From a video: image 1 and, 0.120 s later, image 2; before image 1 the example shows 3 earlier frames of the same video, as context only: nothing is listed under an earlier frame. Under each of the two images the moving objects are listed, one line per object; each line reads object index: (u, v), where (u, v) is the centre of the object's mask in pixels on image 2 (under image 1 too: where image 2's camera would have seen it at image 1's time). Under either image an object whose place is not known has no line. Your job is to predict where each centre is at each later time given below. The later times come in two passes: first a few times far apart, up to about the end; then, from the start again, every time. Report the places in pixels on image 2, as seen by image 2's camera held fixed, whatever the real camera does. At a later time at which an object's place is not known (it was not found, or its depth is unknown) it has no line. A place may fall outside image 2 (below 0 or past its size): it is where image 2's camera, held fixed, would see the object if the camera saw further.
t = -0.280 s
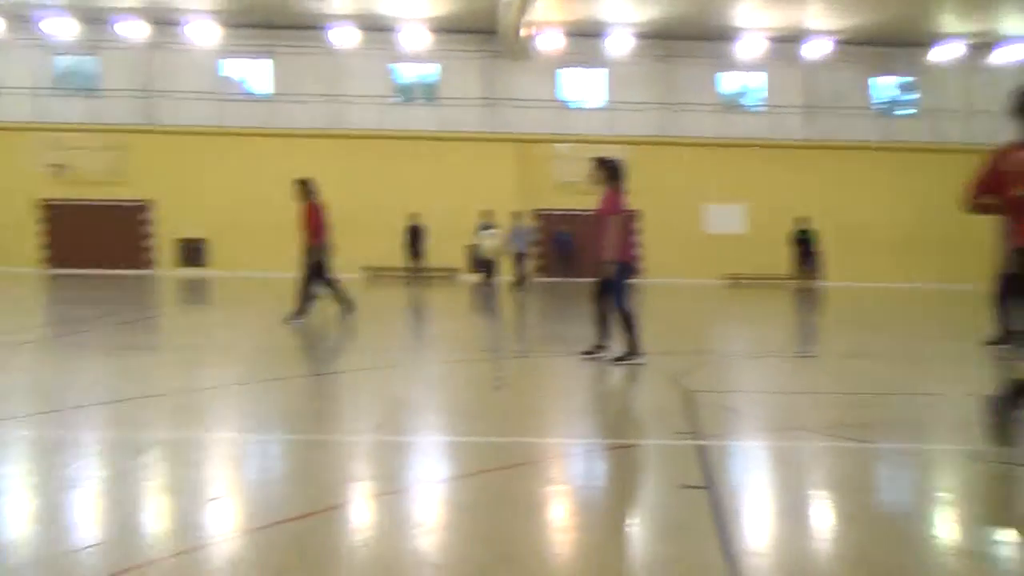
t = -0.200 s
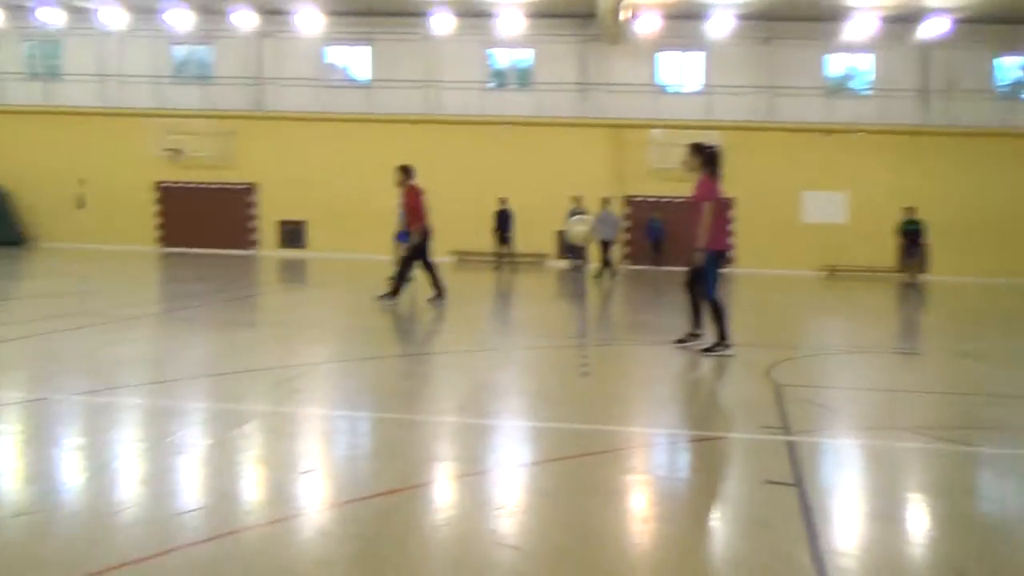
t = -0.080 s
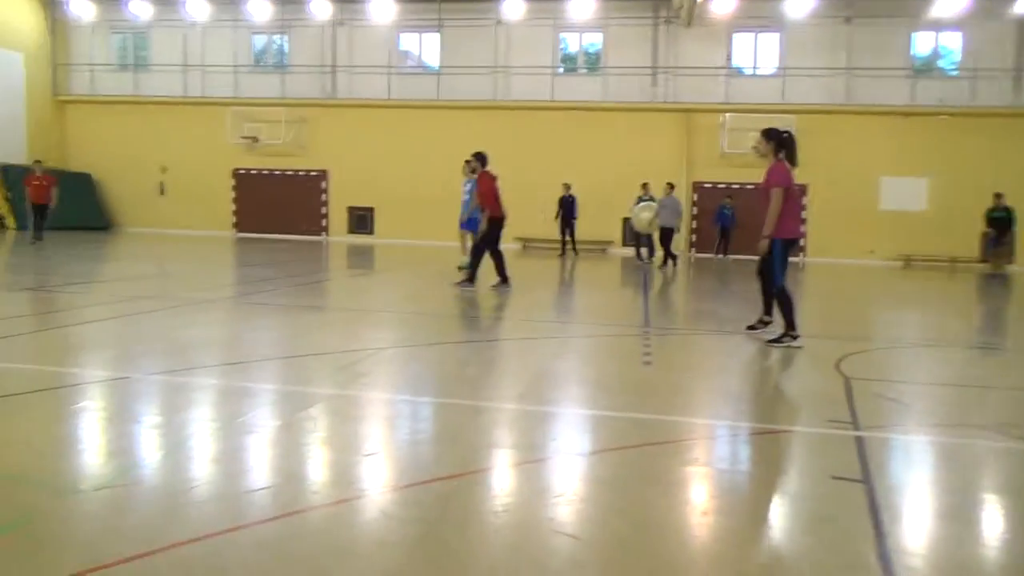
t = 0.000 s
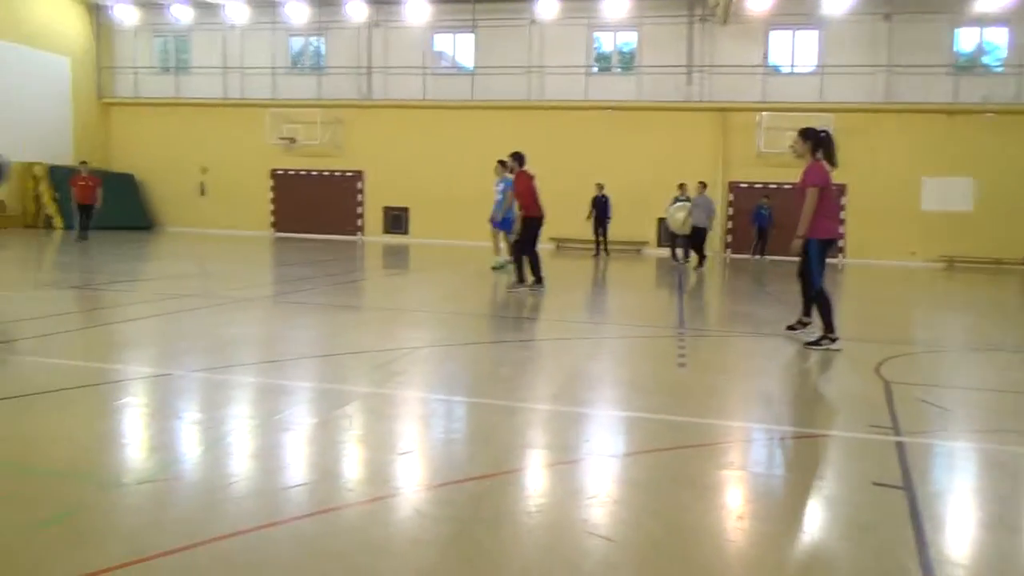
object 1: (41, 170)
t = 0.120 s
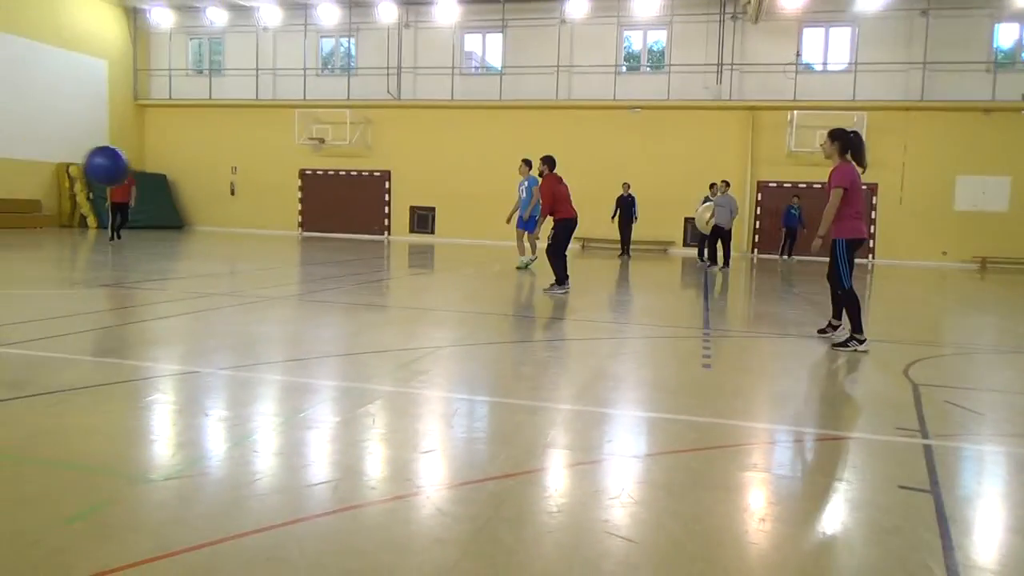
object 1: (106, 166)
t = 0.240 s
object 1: (188, 175)
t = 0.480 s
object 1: (337, 226)
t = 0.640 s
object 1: (416, 244)
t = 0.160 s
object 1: (133, 167)
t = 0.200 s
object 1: (161, 170)
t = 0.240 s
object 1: (188, 175)
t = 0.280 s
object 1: (215, 181)
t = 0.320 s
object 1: (240, 187)
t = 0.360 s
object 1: (265, 195)
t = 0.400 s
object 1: (290, 205)
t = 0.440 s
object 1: (313, 215)
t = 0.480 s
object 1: (337, 226)
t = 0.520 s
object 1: (358, 238)
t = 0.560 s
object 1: (380, 252)
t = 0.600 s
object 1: (398, 254)
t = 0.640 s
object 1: (416, 244)
